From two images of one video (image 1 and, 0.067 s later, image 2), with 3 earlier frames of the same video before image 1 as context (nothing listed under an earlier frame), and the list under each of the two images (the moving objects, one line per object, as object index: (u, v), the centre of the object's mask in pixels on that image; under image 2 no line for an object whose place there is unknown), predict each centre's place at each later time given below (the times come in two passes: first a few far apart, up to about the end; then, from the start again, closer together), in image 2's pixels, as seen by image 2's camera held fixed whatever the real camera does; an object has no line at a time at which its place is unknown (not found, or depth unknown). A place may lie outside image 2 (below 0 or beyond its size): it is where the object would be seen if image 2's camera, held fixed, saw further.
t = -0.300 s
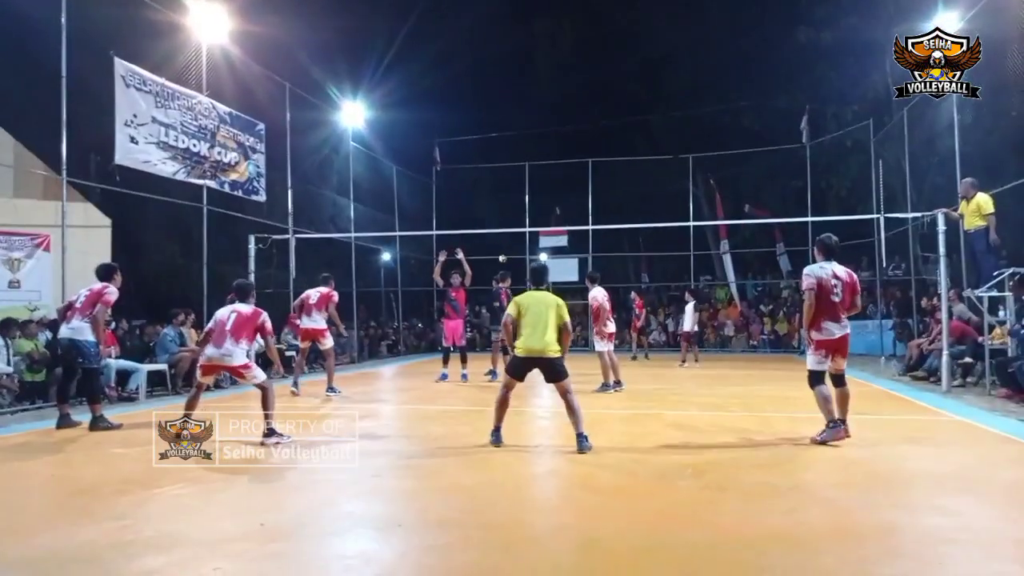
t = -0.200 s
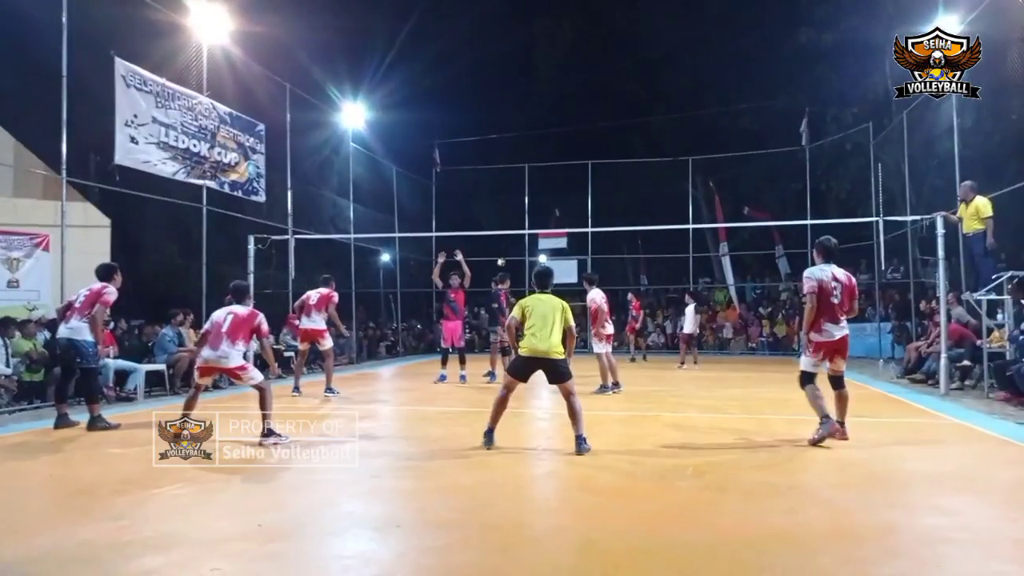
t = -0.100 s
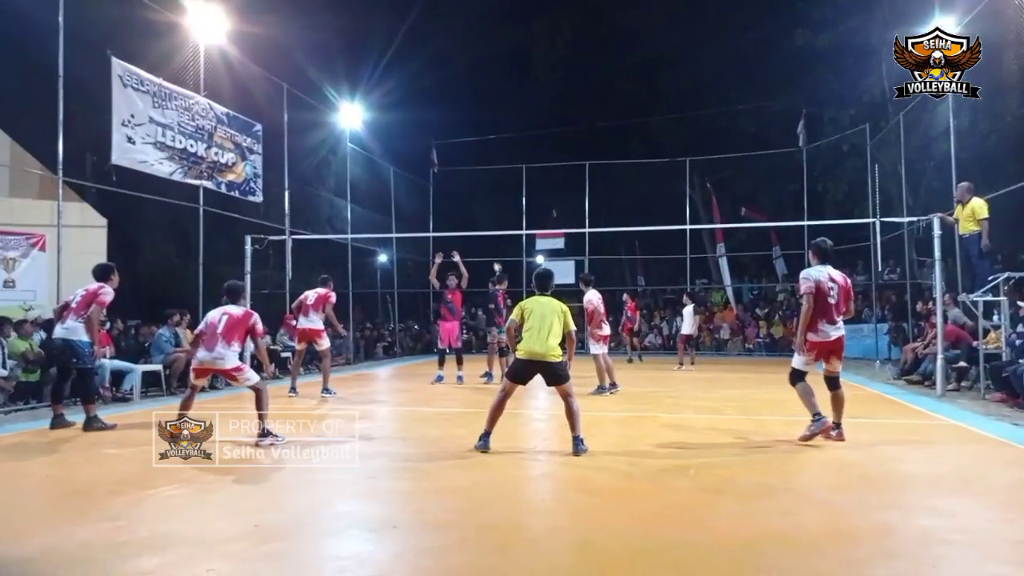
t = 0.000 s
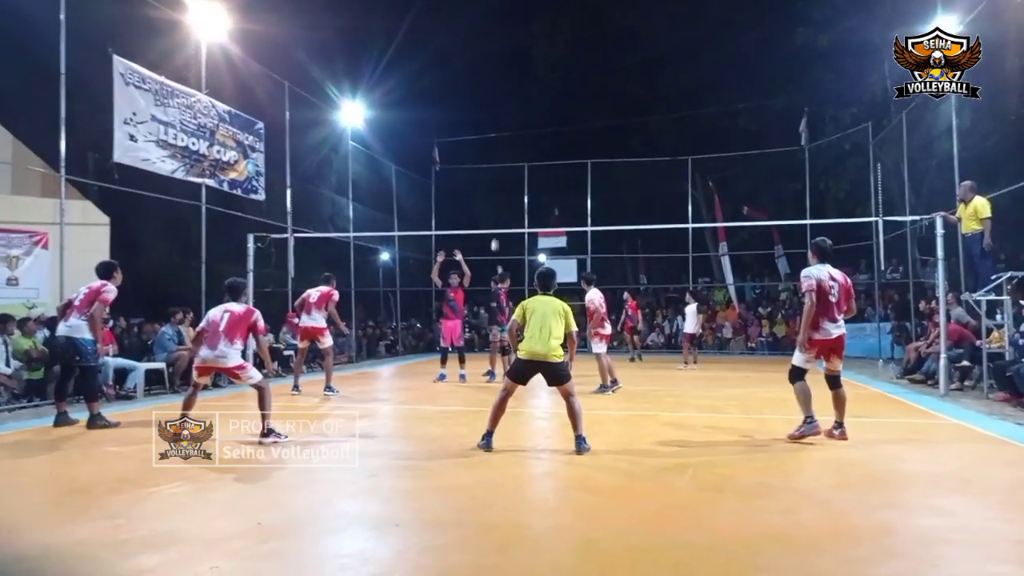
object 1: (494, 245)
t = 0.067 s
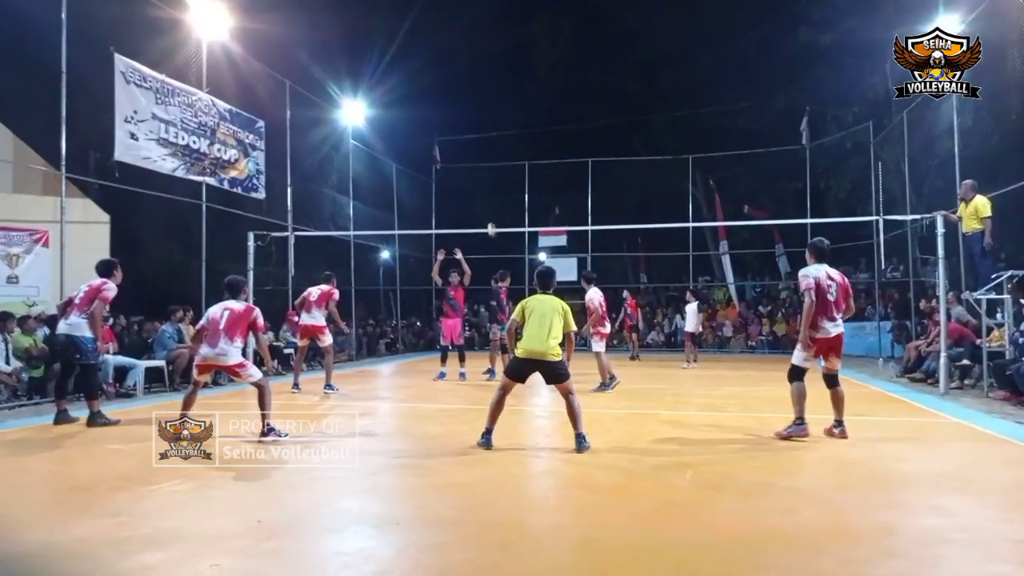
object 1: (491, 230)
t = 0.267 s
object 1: (479, 194)
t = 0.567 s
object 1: (460, 163)
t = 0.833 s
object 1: (438, 166)
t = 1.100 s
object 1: (403, 221)
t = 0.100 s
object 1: (490, 223)
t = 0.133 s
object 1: (487, 217)
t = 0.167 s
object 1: (485, 210)
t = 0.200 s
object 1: (484, 205)
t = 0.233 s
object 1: (481, 199)
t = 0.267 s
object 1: (479, 194)
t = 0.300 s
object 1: (477, 189)
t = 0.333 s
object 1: (475, 185)
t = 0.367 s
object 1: (473, 181)
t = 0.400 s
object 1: (471, 177)
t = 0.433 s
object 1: (469, 174)
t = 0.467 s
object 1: (467, 170)
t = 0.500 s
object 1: (465, 167)
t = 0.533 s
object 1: (463, 166)
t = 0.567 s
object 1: (460, 163)
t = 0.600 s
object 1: (457, 162)
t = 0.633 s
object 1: (455, 161)
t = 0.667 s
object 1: (452, 161)
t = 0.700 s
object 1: (449, 161)
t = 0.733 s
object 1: (445, 162)
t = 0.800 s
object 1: (443, 163)
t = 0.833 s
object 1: (438, 166)
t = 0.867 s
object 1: (434, 169)
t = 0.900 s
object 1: (431, 173)
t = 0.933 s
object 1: (426, 179)
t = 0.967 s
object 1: (422, 185)
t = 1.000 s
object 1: (417, 193)
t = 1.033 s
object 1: (412, 201)
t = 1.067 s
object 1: (408, 211)
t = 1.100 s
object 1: (403, 221)
